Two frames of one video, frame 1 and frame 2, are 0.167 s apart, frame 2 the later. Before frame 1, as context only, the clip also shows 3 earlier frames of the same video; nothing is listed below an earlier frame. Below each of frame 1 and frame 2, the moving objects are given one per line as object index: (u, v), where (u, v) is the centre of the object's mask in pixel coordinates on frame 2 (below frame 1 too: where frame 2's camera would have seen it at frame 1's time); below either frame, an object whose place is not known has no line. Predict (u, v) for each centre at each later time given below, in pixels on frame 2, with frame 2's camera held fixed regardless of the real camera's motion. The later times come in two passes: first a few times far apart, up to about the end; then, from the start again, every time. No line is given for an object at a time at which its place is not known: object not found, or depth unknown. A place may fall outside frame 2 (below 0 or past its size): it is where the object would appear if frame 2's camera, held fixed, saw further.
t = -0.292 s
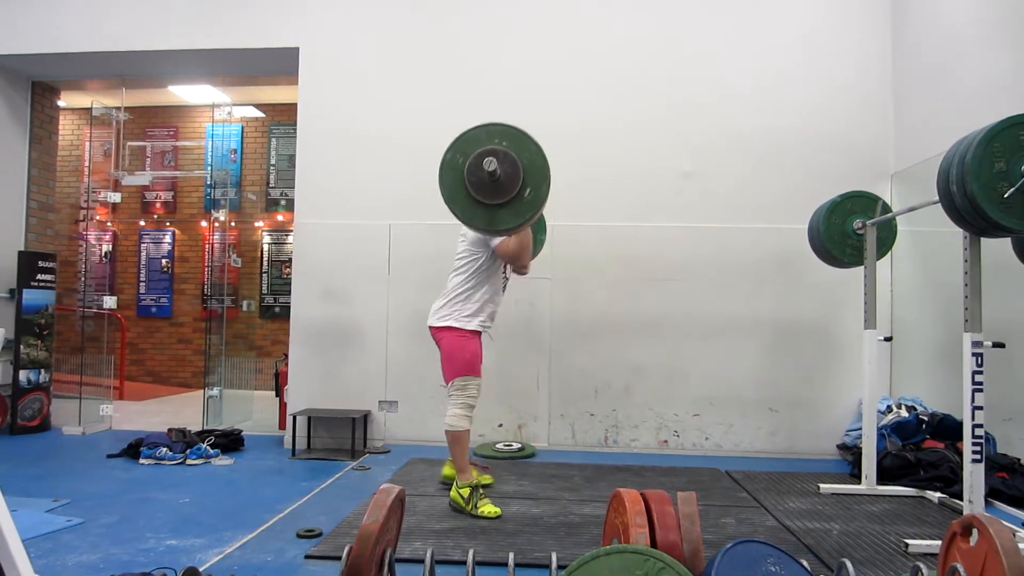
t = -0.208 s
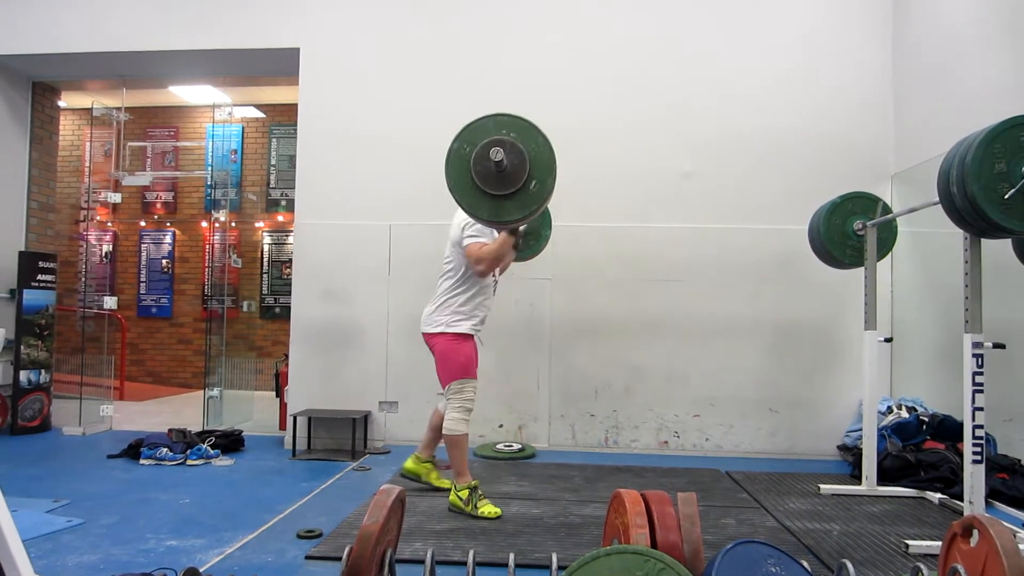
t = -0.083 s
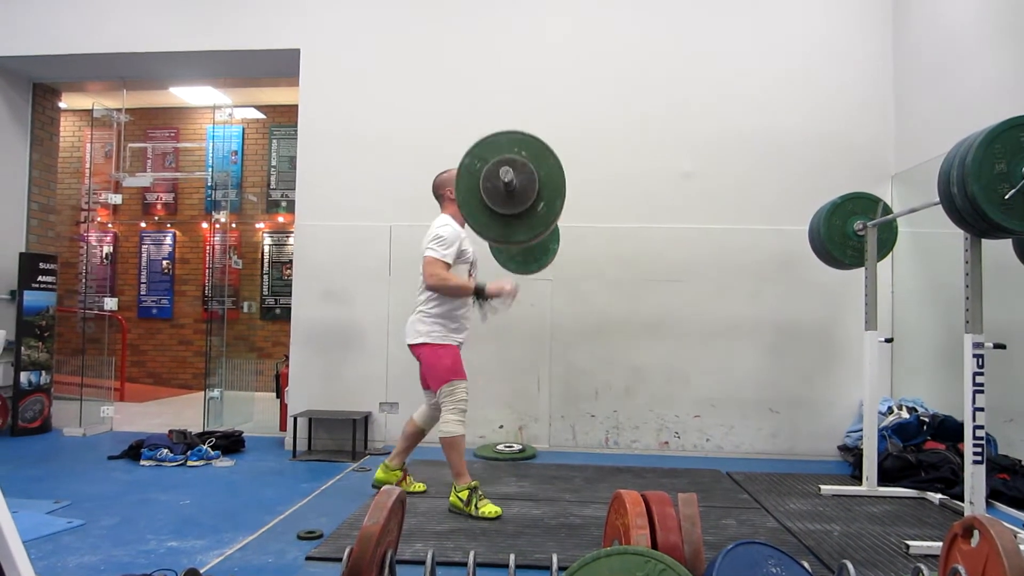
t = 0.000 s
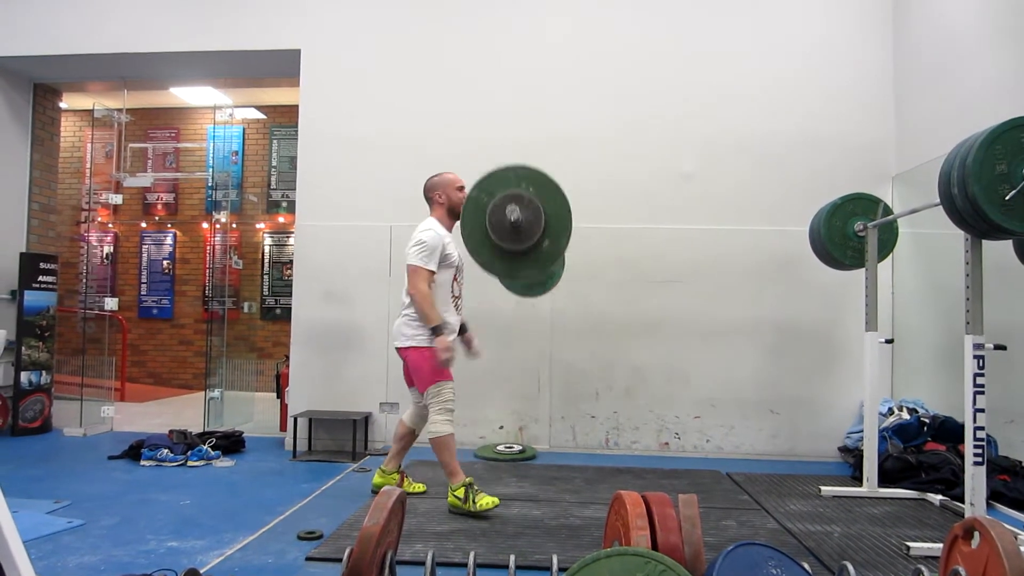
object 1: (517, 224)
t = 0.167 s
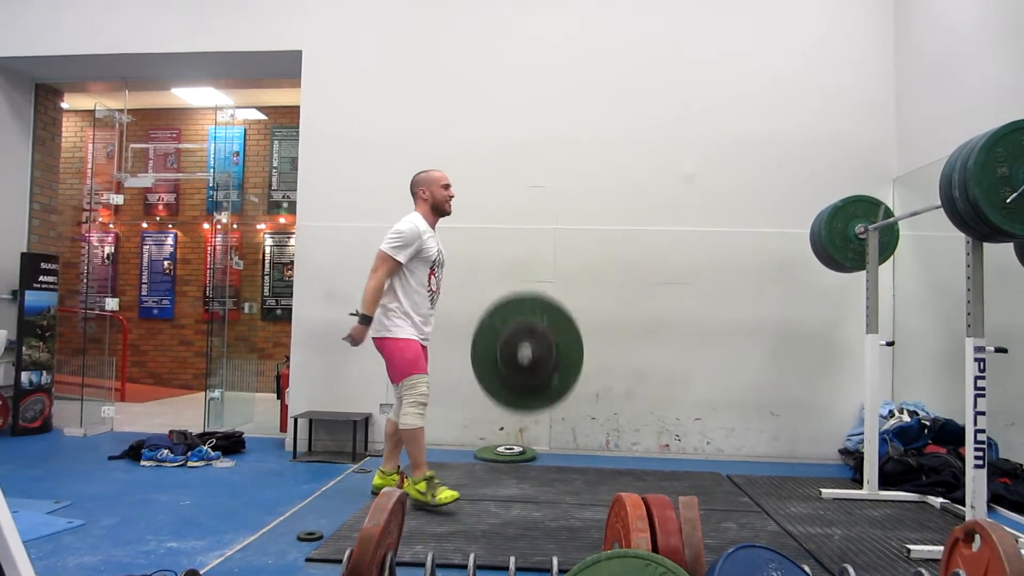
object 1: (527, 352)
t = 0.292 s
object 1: (537, 487)
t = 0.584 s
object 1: (553, 398)
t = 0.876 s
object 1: (565, 477)
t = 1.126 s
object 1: (579, 459)
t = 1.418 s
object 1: (589, 470)
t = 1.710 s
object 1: (602, 470)
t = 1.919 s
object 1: (611, 467)
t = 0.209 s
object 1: (530, 395)
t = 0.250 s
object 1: (534, 440)
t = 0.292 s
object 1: (537, 487)
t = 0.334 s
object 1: (539, 471)
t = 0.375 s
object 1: (541, 450)
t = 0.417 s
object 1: (544, 433)
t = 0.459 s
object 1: (546, 419)
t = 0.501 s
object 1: (548, 408)
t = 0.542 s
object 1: (551, 401)
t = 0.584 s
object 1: (553, 398)
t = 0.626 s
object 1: (555, 398)
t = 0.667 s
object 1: (557, 402)
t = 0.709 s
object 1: (560, 410)
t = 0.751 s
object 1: (562, 422)
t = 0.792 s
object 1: (564, 436)
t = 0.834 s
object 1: (565, 455)
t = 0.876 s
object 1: (565, 477)
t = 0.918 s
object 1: (567, 480)
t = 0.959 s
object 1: (570, 468)
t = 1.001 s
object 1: (573, 461)
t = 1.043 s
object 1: (575, 457)
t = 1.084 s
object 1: (577, 456)
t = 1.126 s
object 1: (579, 459)
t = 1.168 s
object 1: (579, 465)
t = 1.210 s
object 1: (580, 471)
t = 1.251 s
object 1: (582, 471)
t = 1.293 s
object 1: (584, 472)
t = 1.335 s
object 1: (586, 469)
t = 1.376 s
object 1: (587, 470)
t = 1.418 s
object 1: (589, 470)
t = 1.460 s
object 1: (591, 470)
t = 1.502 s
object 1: (593, 472)
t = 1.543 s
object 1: (594, 472)
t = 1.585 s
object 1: (596, 470)
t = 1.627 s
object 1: (598, 471)
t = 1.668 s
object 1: (600, 471)
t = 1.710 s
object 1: (602, 470)
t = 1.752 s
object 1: (603, 470)
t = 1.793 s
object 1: (605, 470)
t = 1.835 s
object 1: (607, 469)
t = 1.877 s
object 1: (609, 468)
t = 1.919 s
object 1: (611, 467)
